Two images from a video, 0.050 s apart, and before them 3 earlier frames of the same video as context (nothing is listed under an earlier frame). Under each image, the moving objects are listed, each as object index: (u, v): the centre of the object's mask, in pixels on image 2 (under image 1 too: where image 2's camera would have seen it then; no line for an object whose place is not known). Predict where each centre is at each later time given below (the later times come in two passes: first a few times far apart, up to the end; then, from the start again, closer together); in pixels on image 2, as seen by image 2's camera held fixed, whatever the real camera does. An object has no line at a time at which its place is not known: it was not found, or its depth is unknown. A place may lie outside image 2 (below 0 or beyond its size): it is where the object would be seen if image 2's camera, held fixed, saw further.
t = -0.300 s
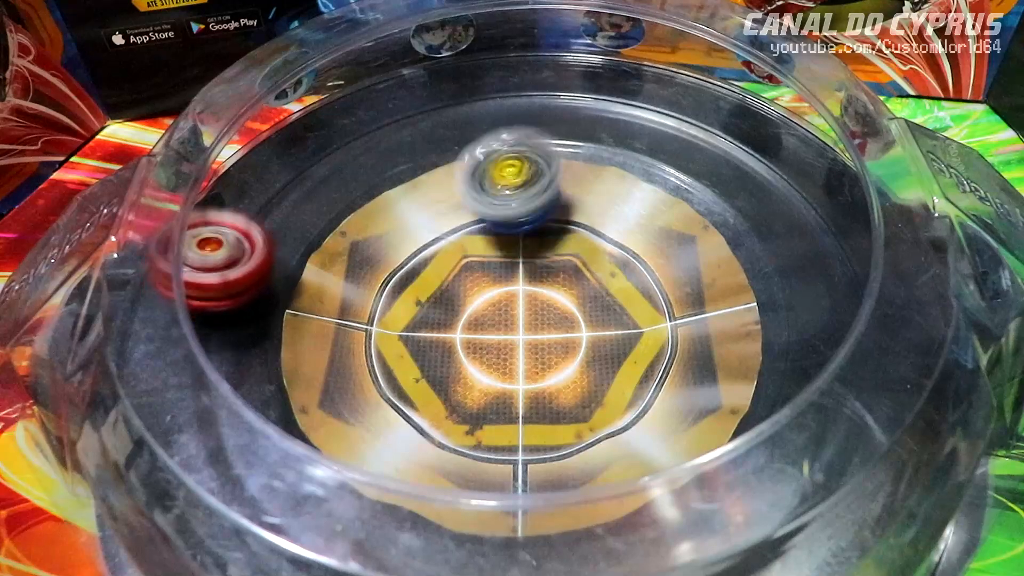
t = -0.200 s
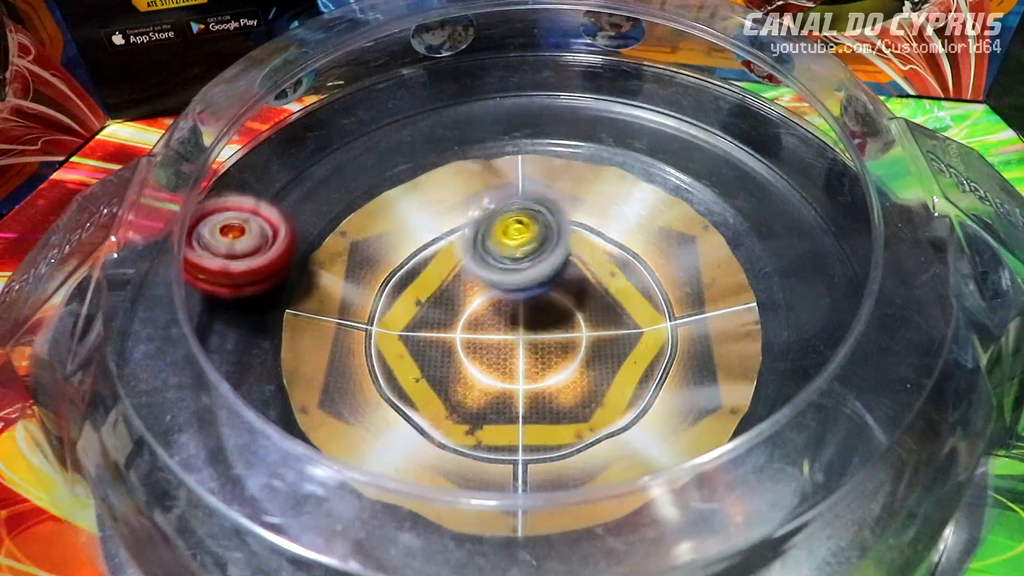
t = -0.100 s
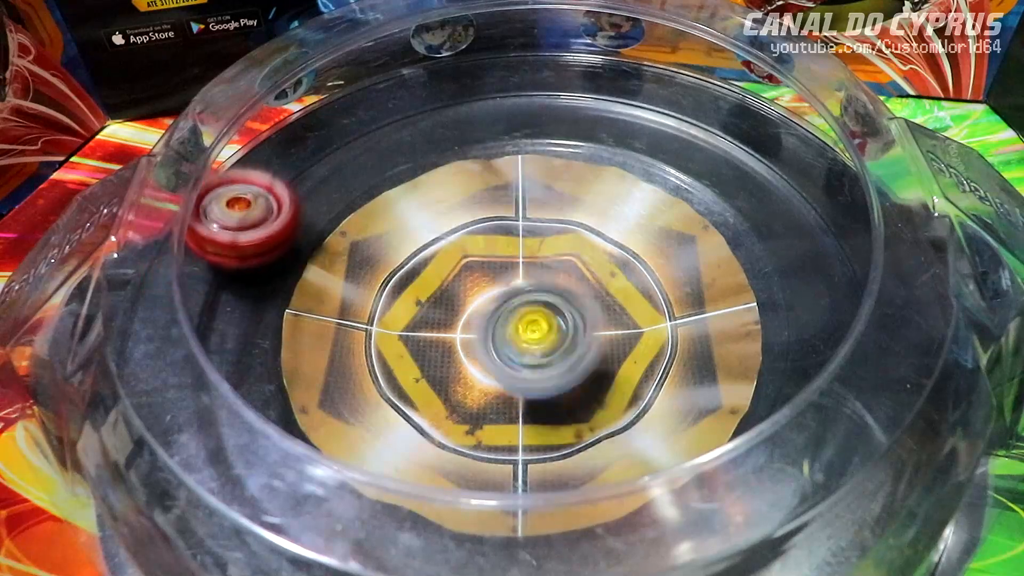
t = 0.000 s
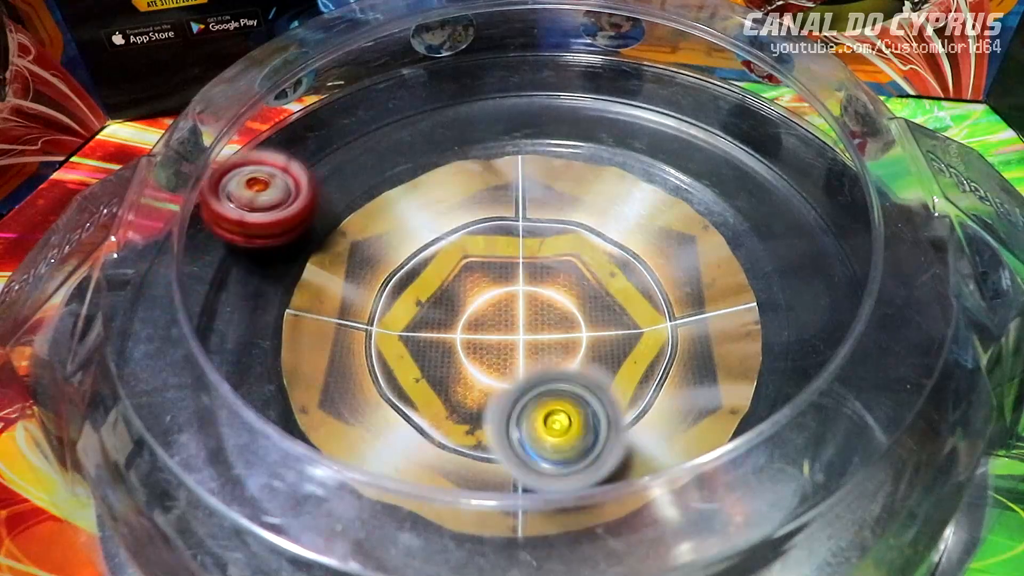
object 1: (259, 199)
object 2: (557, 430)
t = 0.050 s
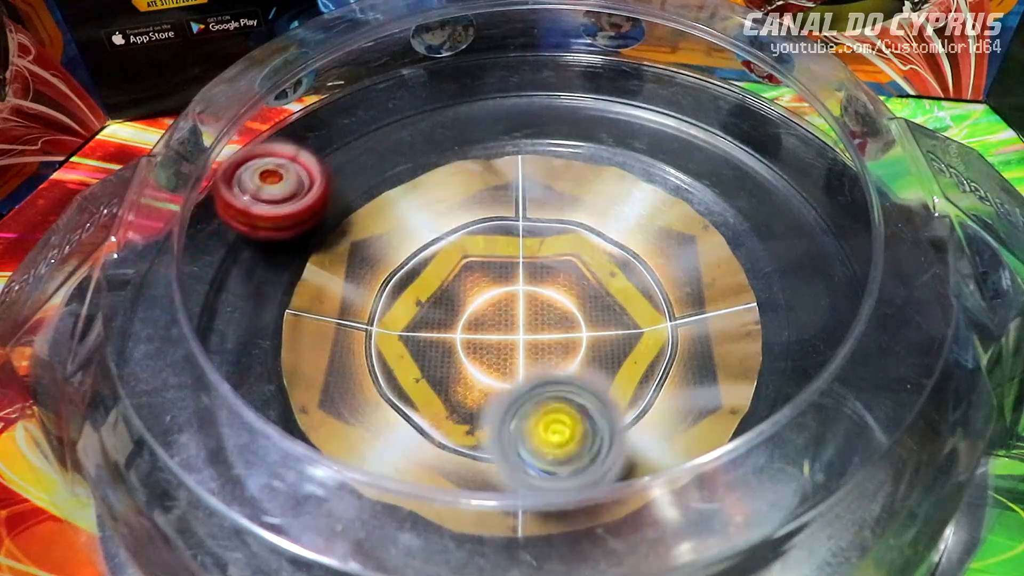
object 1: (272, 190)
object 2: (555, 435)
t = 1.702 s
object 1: (810, 191)
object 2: (683, 249)
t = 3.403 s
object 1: (221, 473)
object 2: (416, 404)
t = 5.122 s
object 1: (655, 306)
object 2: (316, 127)
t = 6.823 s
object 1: (455, 292)
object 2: (765, 496)
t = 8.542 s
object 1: (429, 348)
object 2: (463, 71)
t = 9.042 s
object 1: (517, 242)
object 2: (288, 168)
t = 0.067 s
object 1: (275, 187)
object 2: (552, 441)
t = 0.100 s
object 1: (283, 178)
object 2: (549, 444)
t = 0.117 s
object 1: (286, 173)
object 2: (543, 441)
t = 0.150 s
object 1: (291, 162)
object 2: (538, 436)
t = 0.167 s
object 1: (293, 154)
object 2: (535, 438)
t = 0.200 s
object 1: (300, 145)
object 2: (528, 426)
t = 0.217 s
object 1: (307, 145)
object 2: (520, 403)
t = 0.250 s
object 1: (320, 144)
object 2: (503, 369)
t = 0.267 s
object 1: (326, 142)
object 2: (499, 361)
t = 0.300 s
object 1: (337, 136)
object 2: (489, 354)
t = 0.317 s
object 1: (342, 132)
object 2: (485, 352)
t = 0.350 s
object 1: (353, 123)
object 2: (486, 315)
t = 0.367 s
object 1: (357, 118)
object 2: (485, 298)
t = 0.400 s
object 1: (366, 107)
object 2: (485, 281)
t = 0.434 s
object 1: (378, 102)
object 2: (488, 254)
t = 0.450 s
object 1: (384, 104)
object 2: (490, 244)
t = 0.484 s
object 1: (395, 103)
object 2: (497, 226)
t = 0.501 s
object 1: (400, 103)
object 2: (499, 215)
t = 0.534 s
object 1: (411, 99)
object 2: (504, 192)
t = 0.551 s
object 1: (417, 97)
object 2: (509, 190)
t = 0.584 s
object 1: (430, 92)
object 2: (518, 188)
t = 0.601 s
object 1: (436, 87)
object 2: (523, 188)
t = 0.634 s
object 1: (447, 80)
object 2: (532, 194)
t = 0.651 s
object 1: (453, 78)
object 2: (537, 196)
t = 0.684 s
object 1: (461, 78)
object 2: (546, 216)
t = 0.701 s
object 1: (464, 80)
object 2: (551, 224)
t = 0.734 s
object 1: (470, 82)
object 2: (562, 248)
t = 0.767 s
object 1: (477, 83)
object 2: (563, 269)
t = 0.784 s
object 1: (482, 83)
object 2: (566, 283)
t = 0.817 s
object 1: (493, 82)
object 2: (563, 306)
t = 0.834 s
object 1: (499, 80)
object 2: (561, 314)
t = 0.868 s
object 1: (514, 77)
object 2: (556, 347)
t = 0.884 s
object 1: (522, 75)
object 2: (552, 365)
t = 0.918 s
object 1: (538, 71)
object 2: (539, 381)
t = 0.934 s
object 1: (545, 70)
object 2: (530, 392)
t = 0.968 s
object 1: (555, 71)
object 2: (511, 394)
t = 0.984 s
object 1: (559, 73)
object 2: (502, 396)
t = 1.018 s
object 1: (563, 77)
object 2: (485, 409)
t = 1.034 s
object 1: (566, 78)
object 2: (478, 406)
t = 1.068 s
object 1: (574, 81)
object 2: (460, 406)
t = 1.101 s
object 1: (586, 84)
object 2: (444, 397)
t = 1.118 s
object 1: (593, 86)
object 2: (436, 393)
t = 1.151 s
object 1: (611, 87)
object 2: (421, 379)
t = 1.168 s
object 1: (621, 88)
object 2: (415, 369)
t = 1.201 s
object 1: (641, 89)
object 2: (407, 346)
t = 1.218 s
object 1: (651, 90)
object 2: (407, 333)
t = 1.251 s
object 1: (671, 91)
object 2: (405, 309)
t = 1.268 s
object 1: (679, 94)
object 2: (405, 302)
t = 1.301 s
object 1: (691, 100)
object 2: (417, 277)
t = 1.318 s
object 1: (694, 103)
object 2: (423, 268)
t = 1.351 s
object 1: (700, 110)
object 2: (438, 240)
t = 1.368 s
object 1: (704, 113)
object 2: (448, 231)
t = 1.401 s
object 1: (715, 119)
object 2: (469, 209)
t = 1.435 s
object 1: (728, 126)
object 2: (497, 192)
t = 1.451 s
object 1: (738, 128)
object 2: (510, 188)
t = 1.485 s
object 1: (756, 135)
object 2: (536, 175)
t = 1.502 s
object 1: (764, 139)
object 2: (549, 173)
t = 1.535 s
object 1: (772, 146)
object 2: (579, 177)
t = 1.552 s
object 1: (774, 150)
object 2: (593, 178)
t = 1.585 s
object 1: (777, 157)
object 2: (620, 186)
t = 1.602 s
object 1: (780, 161)
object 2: (631, 193)
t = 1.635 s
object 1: (788, 170)
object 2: (649, 200)
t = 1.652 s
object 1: (793, 175)
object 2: (658, 207)
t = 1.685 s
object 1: (804, 186)
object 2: (677, 238)
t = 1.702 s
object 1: (810, 191)
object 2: (683, 249)
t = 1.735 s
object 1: (820, 202)
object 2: (692, 277)
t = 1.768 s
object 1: (829, 210)
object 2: (688, 305)
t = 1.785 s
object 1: (830, 214)
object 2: (685, 323)
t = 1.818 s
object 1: (830, 222)
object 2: (675, 354)
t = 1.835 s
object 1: (831, 227)
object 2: (666, 368)
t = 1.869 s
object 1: (838, 238)
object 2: (644, 398)
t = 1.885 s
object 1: (842, 246)
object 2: (626, 412)
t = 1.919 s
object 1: (852, 261)
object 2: (585, 433)
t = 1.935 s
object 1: (859, 268)
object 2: (560, 438)
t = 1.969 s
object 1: (865, 282)
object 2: (520, 445)
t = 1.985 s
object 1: (864, 288)
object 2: (498, 444)
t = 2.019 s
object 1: (861, 298)
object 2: (454, 442)
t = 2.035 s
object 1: (858, 302)
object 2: (426, 442)
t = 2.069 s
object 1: (856, 313)
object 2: (384, 420)
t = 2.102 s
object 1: (857, 327)
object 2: (347, 402)
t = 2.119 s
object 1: (858, 335)
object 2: (334, 387)
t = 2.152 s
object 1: (862, 355)
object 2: (314, 355)
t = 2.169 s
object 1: (862, 364)
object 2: (309, 333)
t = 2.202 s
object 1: (860, 379)
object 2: (307, 299)
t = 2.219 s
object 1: (858, 386)
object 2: (308, 281)
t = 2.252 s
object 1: (848, 394)
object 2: (314, 243)
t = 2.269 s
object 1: (843, 399)
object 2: (322, 225)
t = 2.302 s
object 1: (836, 413)
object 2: (344, 191)
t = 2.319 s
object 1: (833, 422)
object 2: (357, 176)
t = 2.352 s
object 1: (826, 441)
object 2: (386, 147)
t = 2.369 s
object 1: (822, 451)
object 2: (403, 134)
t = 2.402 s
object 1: (813, 467)
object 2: (441, 116)
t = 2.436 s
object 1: (800, 475)
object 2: (483, 102)
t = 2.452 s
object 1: (794, 478)
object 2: (503, 95)
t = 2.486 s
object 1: (780, 488)
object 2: (545, 84)
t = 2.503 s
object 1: (776, 495)
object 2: (567, 79)
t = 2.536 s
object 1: (753, 510)
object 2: (606, 73)
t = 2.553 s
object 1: (747, 515)
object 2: (627, 71)
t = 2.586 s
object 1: (734, 520)
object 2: (665, 70)
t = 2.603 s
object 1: (726, 522)
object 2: (683, 74)
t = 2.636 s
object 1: (709, 526)
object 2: (716, 91)
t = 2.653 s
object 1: (700, 527)
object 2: (732, 99)
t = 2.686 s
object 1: (681, 531)
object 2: (765, 117)
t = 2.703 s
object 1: (672, 532)
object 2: (780, 127)
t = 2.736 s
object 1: (648, 538)
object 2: (805, 151)
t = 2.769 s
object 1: (623, 541)
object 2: (822, 172)
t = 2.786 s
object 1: (615, 542)
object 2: (828, 182)
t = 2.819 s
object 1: (596, 541)
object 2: (863, 205)
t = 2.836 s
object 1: (589, 542)
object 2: (869, 218)
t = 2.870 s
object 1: (568, 545)
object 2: (887, 245)
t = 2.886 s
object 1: (554, 544)
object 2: (893, 256)
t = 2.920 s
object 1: (528, 546)
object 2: (902, 283)
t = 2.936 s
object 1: (517, 546)
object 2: (903, 297)
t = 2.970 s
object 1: (496, 545)
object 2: (907, 329)
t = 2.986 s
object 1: (489, 545)
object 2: (902, 342)
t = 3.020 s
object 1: (466, 544)
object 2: (882, 363)
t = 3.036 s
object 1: (454, 544)
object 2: (867, 373)
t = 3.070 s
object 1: (427, 543)
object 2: (835, 397)
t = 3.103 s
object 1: (397, 541)
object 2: (802, 422)
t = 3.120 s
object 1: (385, 539)
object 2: (784, 430)
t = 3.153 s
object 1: (369, 536)
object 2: (752, 452)
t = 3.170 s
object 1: (363, 535)
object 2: (732, 461)
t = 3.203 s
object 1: (344, 530)
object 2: (693, 484)
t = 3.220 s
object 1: (334, 528)
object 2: (651, 484)
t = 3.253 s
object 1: (313, 524)
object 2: (609, 487)
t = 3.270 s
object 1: (306, 521)
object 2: (574, 483)
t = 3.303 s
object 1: (295, 514)
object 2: (527, 481)
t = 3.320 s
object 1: (290, 509)
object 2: (501, 466)
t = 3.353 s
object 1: (275, 500)
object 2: (443, 437)
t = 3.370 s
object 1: (264, 494)
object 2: (415, 430)
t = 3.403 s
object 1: (221, 473)
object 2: (416, 404)
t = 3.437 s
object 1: (200, 449)
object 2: (429, 361)
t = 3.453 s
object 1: (187, 438)
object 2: (435, 348)
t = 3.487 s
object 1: (175, 419)
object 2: (453, 306)
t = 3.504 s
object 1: (172, 410)
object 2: (461, 288)
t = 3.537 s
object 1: (176, 389)
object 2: (481, 252)
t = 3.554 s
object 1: (174, 382)
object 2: (491, 233)
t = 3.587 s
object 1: (174, 366)
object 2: (510, 196)
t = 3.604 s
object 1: (172, 360)
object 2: (518, 182)
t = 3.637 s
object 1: (166, 347)
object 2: (539, 161)
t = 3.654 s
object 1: (163, 341)
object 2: (549, 154)
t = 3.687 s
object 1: (152, 330)
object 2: (567, 146)
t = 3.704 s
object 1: (145, 322)
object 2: (575, 141)
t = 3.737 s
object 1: (133, 311)
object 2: (597, 130)
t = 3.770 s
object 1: (123, 302)
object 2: (618, 124)
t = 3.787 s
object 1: (122, 296)
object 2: (627, 121)
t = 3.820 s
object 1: (127, 289)
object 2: (645, 117)
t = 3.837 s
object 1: (132, 286)
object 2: (653, 118)
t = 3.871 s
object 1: (142, 277)
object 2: (666, 117)
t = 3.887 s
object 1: (148, 269)
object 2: (672, 116)
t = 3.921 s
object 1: (152, 255)
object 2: (682, 112)
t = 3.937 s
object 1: (154, 253)
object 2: (686, 111)
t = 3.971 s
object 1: (158, 245)
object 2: (692, 106)
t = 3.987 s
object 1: (159, 241)
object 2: (696, 101)
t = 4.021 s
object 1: (161, 232)
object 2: (699, 92)
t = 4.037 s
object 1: (164, 231)
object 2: (699, 89)
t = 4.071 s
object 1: (171, 229)
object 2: (696, 96)
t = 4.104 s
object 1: (177, 224)
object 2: (690, 104)
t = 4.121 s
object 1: (179, 221)
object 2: (688, 106)
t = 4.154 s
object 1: (186, 213)
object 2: (683, 106)
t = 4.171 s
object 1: (189, 211)
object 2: (681, 106)
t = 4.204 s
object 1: (199, 205)
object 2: (674, 105)
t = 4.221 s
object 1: (217, 203)
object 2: (670, 103)
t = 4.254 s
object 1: (233, 202)
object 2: (660, 99)
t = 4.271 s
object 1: (236, 198)
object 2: (654, 96)
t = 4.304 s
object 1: (247, 193)
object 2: (641, 90)
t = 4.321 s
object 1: (252, 193)
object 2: (635, 85)
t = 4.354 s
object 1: (265, 194)
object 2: (622, 77)
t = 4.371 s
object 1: (271, 193)
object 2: (615, 74)
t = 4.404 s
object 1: (285, 191)
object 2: (601, 68)
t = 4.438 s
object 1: (299, 189)
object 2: (587, 63)
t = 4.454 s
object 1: (308, 188)
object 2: (581, 63)
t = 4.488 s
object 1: (325, 187)
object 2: (574, 63)
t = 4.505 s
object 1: (334, 191)
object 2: (571, 64)
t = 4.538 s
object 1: (353, 199)
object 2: (565, 65)
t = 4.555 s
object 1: (364, 205)
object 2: (559, 66)
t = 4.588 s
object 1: (385, 219)
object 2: (548, 66)
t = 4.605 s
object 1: (396, 228)
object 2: (539, 66)
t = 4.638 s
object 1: (417, 249)
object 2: (524, 66)
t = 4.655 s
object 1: (429, 260)
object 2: (516, 67)
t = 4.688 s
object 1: (451, 282)
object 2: (500, 68)
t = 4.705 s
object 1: (461, 291)
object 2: (493, 69)
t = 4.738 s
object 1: (483, 309)
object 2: (476, 71)
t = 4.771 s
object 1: (505, 320)
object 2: (459, 73)
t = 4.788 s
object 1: (518, 325)
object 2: (451, 73)
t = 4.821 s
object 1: (540, 330)
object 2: (435, 77)
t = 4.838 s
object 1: (551, 332)
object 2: (427, 78)
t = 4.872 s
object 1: (569, 335)
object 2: (412, 83)
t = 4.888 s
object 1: (577, 336)
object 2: (402, 86)
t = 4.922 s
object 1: (592, 334)
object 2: (388, 89)
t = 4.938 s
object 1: (599, 332)
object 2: (381, 91)
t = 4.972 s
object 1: (611, 328)
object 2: (373, 96)
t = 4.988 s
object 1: (617, 325)
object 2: (367, 99)
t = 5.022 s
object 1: (628, 321)
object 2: (354, 105)
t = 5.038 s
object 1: (633, 318)
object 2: (347, 109)
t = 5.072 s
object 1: (642, 313)
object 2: (332, 116)
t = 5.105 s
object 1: (650, 309)
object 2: (322, 124)
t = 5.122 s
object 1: (655, 306)
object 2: (316, 127)
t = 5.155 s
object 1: (664, 302)
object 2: (304, 135)
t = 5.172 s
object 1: (668, 300)
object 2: (298, 140)
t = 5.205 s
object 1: (676, 295)
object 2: (287, 151)
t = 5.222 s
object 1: (680, 292)
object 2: (281, 158)
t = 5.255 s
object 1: (687, 286)
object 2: (271, 167)
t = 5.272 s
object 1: (688, 282)
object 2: (268, 172)
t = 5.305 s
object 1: (686, 276)
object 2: (260, 181)
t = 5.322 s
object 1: (682, 274)
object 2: (253, 185)
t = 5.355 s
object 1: (669, 271)
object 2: (247, 198)
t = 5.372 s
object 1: (661, 271)
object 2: (244, 204)
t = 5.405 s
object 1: (642, 275)
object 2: (238, 215)
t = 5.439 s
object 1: (622, 280)
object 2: (225, 226)
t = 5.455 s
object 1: (610, 284)
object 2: (222, 231)
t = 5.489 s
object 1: (588, 291)
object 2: (214, 245)
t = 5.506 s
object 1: (579, 295)
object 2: (211, 251)
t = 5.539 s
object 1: (560, 305)
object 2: (205, 263)
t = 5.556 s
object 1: (551, 309)
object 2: (203, 268)
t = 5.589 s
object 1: (537, 318)
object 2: (201, 280)
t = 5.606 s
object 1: (530, 324)
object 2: (199, 285)
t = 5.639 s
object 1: (519, 337)
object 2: (197, 301)
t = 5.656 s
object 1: (514, 341)
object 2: (195, 307)
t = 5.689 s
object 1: (505, 348)
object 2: (196, 325)
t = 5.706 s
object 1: (501, 354)
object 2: (194, 332)
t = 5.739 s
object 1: (495, 363)
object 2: (197, 348)
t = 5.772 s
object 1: (492, 371)
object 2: (197, 360)
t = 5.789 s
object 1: (491, 376)
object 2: (200, 374)
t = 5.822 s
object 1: (488, 384)
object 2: (204, 385)
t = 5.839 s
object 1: (488, 388)
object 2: (208, 392)
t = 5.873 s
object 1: (488, 395)
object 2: (213, 405)
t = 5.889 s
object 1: (488, 399)
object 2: (217, 410)
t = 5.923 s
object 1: (490, 407)
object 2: (227, 427)
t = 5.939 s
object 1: (493, 411)
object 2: (232, 437)
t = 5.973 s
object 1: (498, 416)
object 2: (240, 453)
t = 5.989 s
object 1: (503, 417)
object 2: (244, 460)
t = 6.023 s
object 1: (511, 414)
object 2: (254, 474)
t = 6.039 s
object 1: (516, 411)
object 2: (261, 480)
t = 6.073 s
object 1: (524, 404)
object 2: (271, 491)
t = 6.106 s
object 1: (532, 392)
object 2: (286, 506)
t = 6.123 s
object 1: (533, 385)
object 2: (295, 509)
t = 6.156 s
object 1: (536, 369)
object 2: (313, 520)
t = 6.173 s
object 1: (535, 361)
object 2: (324, 524)
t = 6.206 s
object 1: (532, 345)
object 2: (345, 530)
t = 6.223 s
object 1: (530, 340)
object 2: (355, 533)
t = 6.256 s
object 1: (525, 325)
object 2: (376, 538)
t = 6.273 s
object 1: (522, 319)
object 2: (387, 539)
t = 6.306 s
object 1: (513, 307)
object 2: (412, 542)
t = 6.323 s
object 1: (509, 301)
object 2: (421, 543)
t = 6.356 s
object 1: (499, 290)
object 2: (441, 544)
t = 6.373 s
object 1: (494, 285)
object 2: (450, 544)
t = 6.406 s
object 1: (486, 278)
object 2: (476, 545)
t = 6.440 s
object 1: (476, 271)
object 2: (502, 545)
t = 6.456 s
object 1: (472, 268)
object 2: (514, 546)
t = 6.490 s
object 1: (462, 264)
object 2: (542, 545)
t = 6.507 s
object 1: (457, 261)
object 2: (554, 545)
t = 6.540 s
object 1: (447, 258)
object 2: (579, 544)
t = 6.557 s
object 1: (442, 256)
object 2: (587, 542)
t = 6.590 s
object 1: (432, 254)
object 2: (603, 540)
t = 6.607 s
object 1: (427, 254)
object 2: (608, 541)
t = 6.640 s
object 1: (419, 254)
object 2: (649, 537)
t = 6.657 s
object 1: (416, 254)
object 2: (660, 535)
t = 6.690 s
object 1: (414, 259)
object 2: (683, 530)
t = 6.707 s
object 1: (415, 262)
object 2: (696, 526)
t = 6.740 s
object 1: (421, 270)
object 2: (716, 516)
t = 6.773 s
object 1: (431, 279)
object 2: (737, 511)
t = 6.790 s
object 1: (438, 283)
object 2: (745, 508)
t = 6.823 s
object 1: (455, 292)
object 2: (765, 496)
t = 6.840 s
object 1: (464, 296)
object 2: (775, 489)
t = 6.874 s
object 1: (482, 301)
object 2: (791, 475)
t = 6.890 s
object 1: (492, 302)
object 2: (799, 467)
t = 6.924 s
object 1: (510, 302)
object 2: (810, 454)
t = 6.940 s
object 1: (519, 301)
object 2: (814, 448)
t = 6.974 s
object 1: (537, 299)
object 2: (822, 434)
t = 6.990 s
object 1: (544, 296)
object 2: (827, 429)
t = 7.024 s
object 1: (558, 289)
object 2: (835, 414)
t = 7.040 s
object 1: (565, 286)
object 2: (840, 406)
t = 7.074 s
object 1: (576, 280)
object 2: (846, 391)
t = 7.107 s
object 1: (584, 273)
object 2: (854, 376)
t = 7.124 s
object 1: (588, 269)
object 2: (857, 369)
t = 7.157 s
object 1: (595, 261)
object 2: (862, 353)
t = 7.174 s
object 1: (598, 257)
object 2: (864, 346)
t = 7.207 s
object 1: (602, 249)
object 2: (866, 330)
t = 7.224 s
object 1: (604, 244)
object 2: (867, 324)
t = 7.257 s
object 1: (606, 236)
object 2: (866, 309)
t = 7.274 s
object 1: (606, 233)
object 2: (866, 303)
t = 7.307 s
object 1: (604, 227)
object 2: (865, 290)
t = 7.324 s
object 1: (600, 226)
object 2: (864, 282)
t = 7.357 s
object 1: (592, 225)
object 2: (862, 269)
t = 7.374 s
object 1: (587, 229)
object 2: (860, 262)
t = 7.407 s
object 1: (576, 236)
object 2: (857, 248)
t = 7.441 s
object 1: (566, 247)
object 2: (850, 237)
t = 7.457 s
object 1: (561, 253)
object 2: (846, 232)
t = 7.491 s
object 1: (553, 268)
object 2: (839, 220)
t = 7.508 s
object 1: (550, 275)
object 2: (836, 214)
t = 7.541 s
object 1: (546, 288)
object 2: (829, 203)
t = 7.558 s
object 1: (545, 297)
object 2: (824, 198)
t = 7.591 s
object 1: (544, 310)
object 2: (815, 188)
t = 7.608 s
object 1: (545, 315)
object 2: (812, 183)
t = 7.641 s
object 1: (547, 328)
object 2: (804, 172)
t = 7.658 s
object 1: (549, 333)
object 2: (798, 168)
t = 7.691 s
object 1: (553, 343)
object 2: (789, 158)
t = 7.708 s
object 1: (556, 347)
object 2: (786, 154)
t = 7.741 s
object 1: (563, 355)
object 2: (776, 146)
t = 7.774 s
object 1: (570, 362)
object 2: (766, 139)
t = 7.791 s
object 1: (574, 364)
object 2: (759, 134)
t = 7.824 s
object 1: (582, 368)
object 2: (748, 127)
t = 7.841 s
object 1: (587, 370)
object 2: (743, 122)
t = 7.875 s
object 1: (596, 372)
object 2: (731, 115)
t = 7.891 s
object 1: (601, 373)
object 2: (727, 112)
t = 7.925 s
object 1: (609, 372)
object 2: (713, 104)
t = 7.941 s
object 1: (613, 369)
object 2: (708, 99)
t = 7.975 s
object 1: (615, 364)
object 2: (694, 94)
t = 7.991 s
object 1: (614, 360)
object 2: (688, 91)
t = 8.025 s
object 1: (609, 352)
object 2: (676, 86)
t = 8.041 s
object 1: (604, 347)
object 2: (670, 83)
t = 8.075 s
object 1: (592, 339)
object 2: (657, 79)
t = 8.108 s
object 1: (578, 333)
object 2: (643, 75)
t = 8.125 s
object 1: (569, 331)
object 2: (635, 73)
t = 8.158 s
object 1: (553, 325)
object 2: (623, 71)
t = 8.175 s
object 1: (545, 323)
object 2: (615, 70)
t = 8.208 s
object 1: (528, 321)
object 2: (603, 67)
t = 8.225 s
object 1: (521, 319)
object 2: (595, 66)
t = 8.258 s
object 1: (504, 319)
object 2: (581, 63)
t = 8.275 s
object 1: (497, 320)
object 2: (574, 64)
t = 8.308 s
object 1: (484, 320)
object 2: (560, 63)
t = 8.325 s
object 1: (478, 320)
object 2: (554, 62)
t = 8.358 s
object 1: (466, 322)
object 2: (539, 63)
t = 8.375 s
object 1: (461, 324)
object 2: (532, 63)
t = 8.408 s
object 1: (452, 327)
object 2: (519, 63)
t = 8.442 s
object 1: (442, 331)
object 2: (504, 65)
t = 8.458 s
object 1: (438, 333)
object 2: (498, 65)
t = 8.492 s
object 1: (431, 338)
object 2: (484, 68)
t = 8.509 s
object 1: (429, 342)
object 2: (477, 69)
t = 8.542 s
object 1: (429, 348)
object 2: (463, 71)
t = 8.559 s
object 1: (431, 351)
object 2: (456, 72)
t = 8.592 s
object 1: (438, 354)
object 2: (444, 76)
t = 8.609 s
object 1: (444, 355)
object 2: (436, 79)
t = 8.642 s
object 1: (459, 353)
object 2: (423, 82)
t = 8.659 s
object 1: (466, 350)
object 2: (417, 84)
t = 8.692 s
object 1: (480, 345)
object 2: (403, 89)
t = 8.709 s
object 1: (488, 341)
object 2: (398, 92)
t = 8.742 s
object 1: (500, 332)
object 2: (384, 97)
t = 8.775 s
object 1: (510, 321)
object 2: (373, 104)
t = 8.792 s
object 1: (513, 315)
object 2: (368, 106)
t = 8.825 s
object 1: (519, 304)
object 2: (356, 113)
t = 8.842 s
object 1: (521, 298)
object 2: (350, 117)
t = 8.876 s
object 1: (523, 288)
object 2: (339, 124)
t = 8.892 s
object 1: (524, 284)
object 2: (333, 129)
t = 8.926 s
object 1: (524, 274)
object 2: (323, 137)
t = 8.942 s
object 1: (524, 270)
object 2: (317, 141)
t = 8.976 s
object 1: (523, 260)
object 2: (308, 152)
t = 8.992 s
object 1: (522, 255)
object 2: (303, 157)
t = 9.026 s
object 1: (519, 246)
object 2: (293, 164)
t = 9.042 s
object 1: (517, 242)
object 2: (288, 168)
